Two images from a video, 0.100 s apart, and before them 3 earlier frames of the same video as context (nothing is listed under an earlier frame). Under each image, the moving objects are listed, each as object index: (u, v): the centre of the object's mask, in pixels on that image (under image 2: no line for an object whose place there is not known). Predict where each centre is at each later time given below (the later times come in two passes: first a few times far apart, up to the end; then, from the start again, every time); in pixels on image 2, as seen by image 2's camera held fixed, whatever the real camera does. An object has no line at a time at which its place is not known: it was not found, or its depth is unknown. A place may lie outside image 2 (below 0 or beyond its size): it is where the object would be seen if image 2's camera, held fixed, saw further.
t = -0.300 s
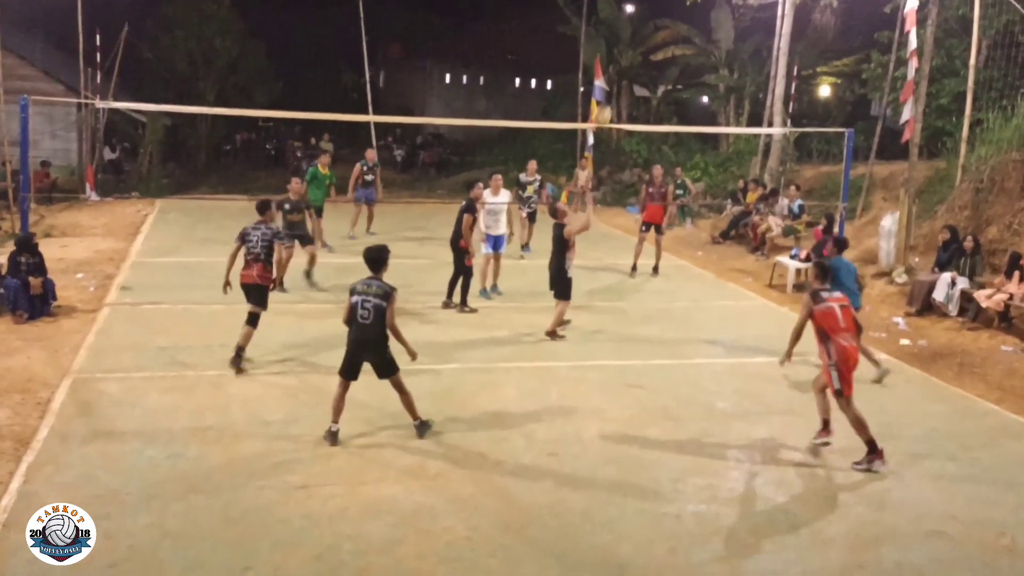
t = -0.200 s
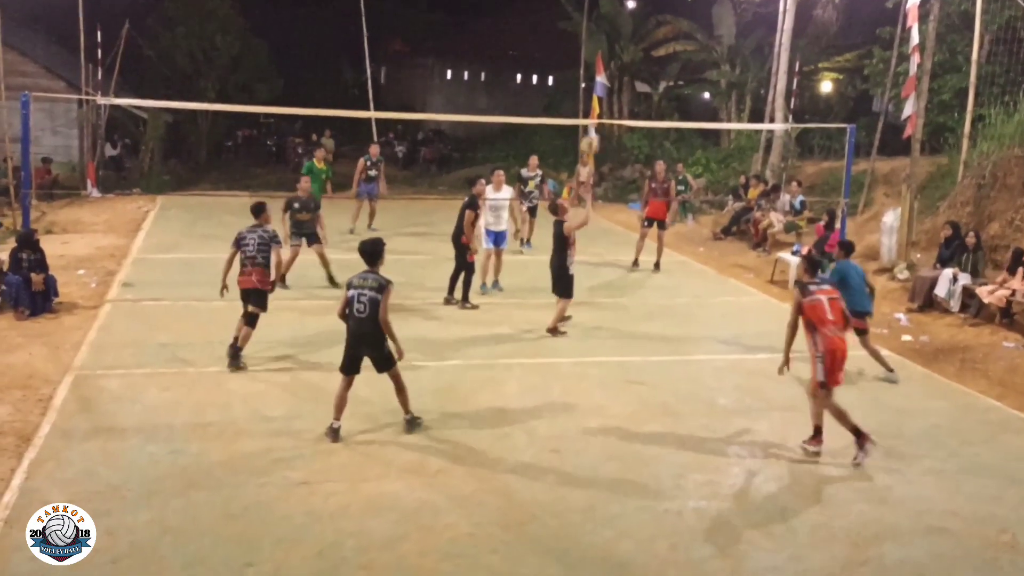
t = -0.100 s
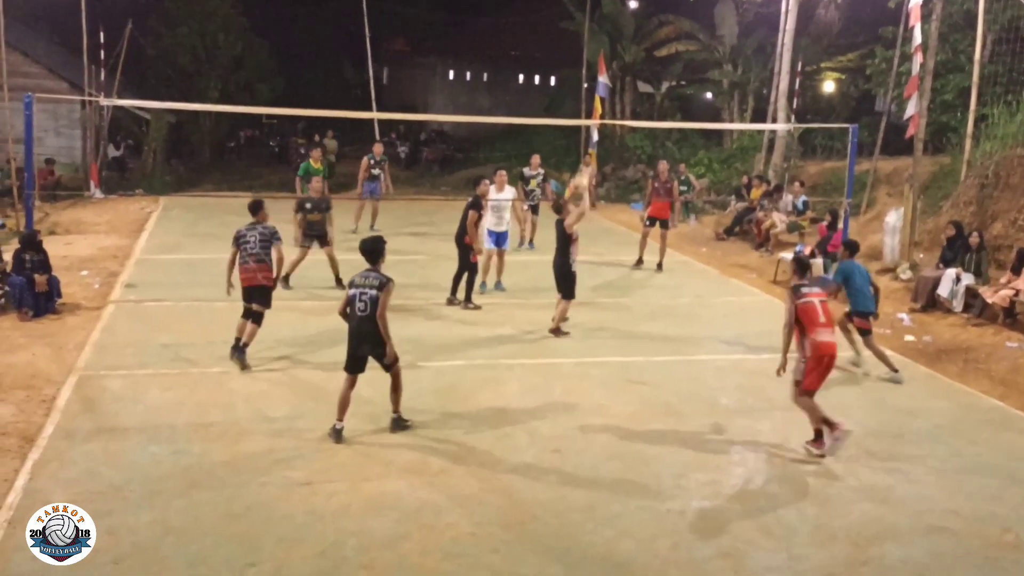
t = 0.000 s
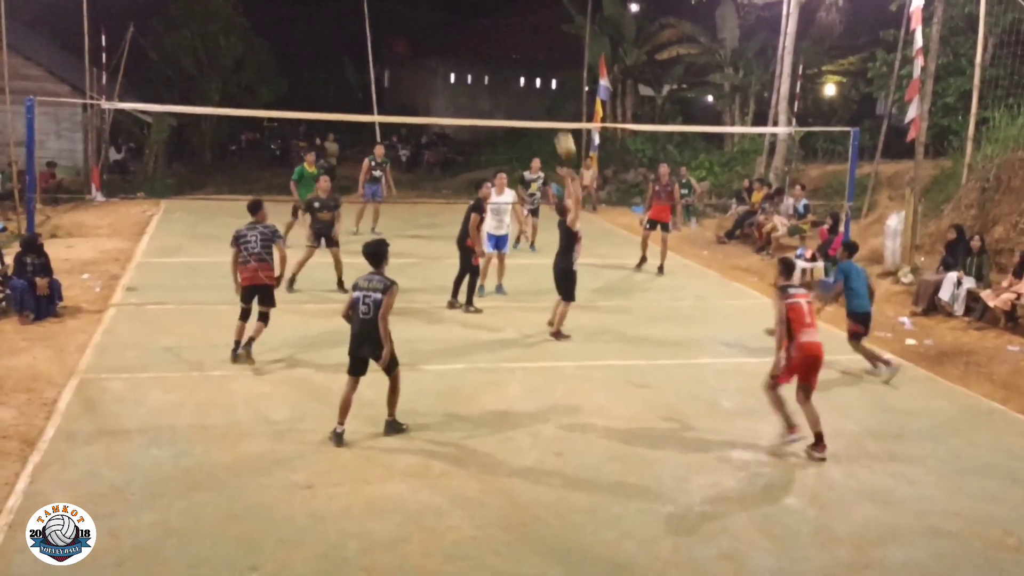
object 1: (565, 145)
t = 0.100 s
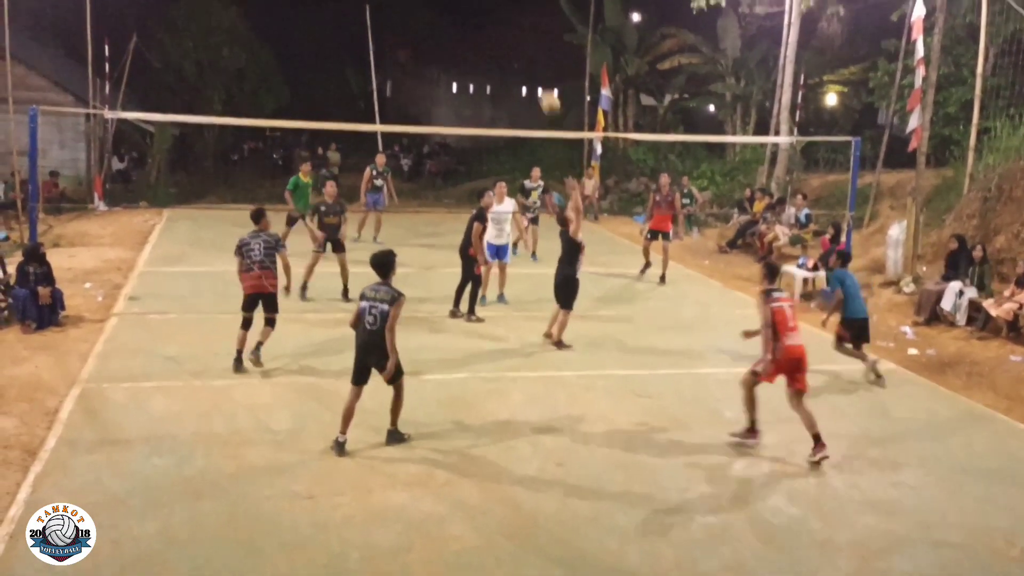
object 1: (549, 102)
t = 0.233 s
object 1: (526, 46)
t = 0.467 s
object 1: (482, -16)
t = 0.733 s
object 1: (427, -24)
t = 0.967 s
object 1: (379, 25)
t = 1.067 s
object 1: (358, 62)
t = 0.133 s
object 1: (544, 86)
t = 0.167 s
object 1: (538, 73)
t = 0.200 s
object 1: (532, 59)
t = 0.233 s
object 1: (526, 46)
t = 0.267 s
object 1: (520, 34)
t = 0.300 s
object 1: (513, 23)
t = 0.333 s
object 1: (507, 13)
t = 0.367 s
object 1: (501, 4)
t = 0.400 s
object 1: (494, -3)
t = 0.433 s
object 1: (488, -10)
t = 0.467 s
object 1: (482, -16)
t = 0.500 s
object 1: (475, -21)
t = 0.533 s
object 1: (468, -25)
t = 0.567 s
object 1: (462, -27)
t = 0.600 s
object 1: (455, -29)
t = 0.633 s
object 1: (448, -29)
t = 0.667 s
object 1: (441, -29)
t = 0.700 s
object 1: (434, -27)
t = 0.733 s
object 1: (427, -24)
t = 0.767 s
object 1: (420, -20)
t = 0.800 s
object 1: (414, -16)
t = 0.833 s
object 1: (406, -9)
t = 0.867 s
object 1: (399, -2)
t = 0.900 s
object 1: (393, 5)
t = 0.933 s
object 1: (386, 15)
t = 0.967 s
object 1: (379, 25)
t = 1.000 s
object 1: (372, 36)
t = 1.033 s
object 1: (365, 48)
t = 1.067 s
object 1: (358, 62)
